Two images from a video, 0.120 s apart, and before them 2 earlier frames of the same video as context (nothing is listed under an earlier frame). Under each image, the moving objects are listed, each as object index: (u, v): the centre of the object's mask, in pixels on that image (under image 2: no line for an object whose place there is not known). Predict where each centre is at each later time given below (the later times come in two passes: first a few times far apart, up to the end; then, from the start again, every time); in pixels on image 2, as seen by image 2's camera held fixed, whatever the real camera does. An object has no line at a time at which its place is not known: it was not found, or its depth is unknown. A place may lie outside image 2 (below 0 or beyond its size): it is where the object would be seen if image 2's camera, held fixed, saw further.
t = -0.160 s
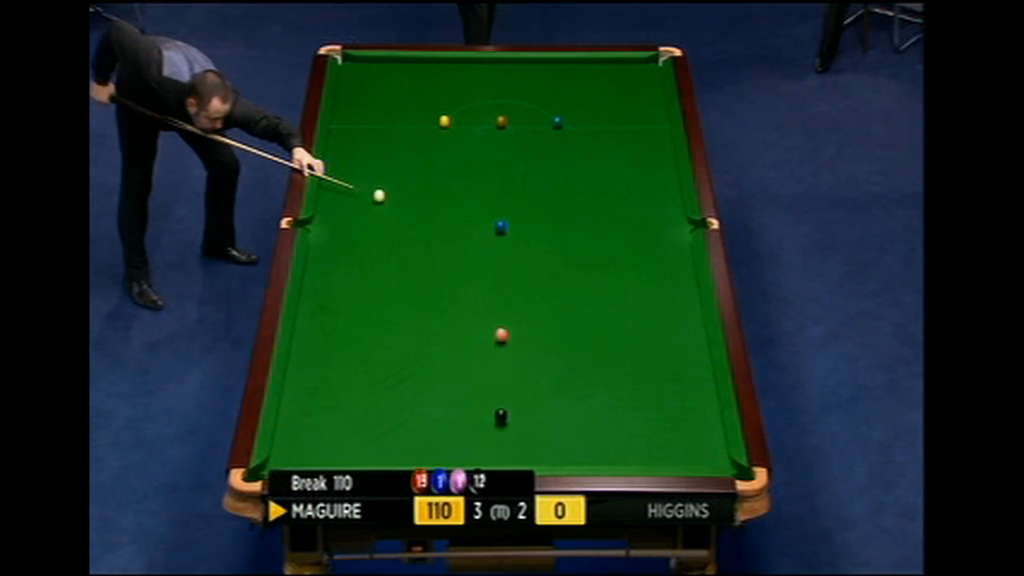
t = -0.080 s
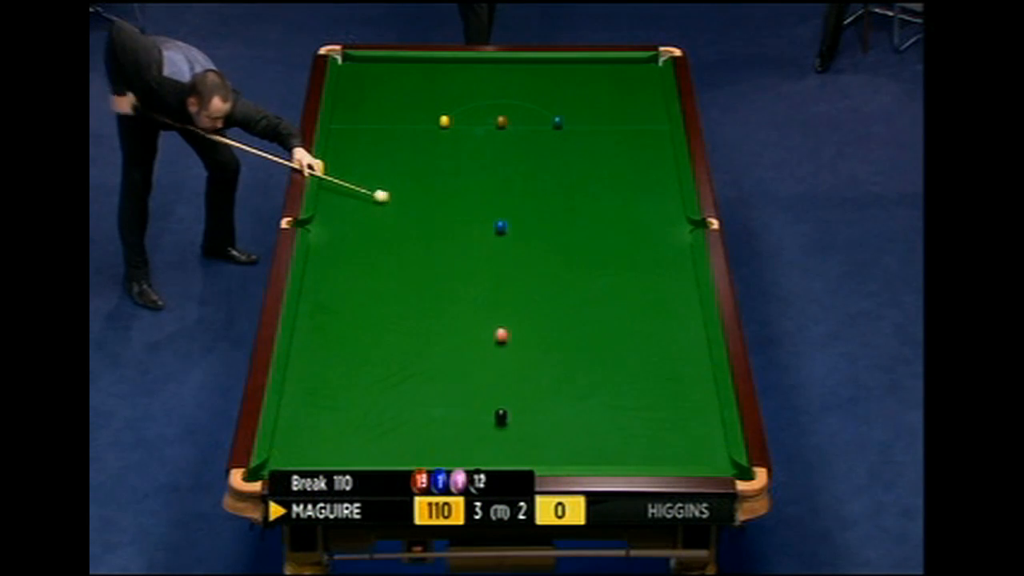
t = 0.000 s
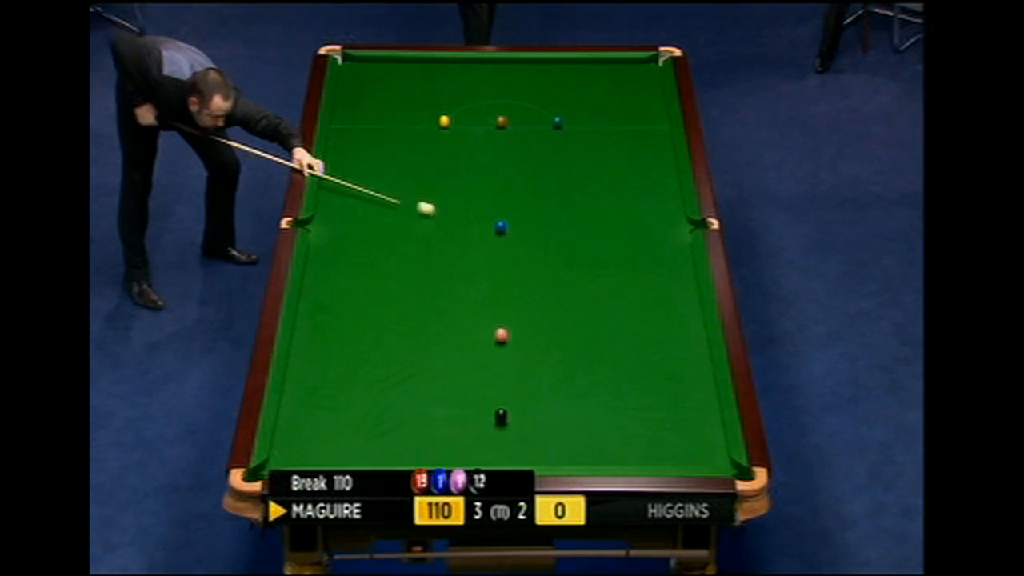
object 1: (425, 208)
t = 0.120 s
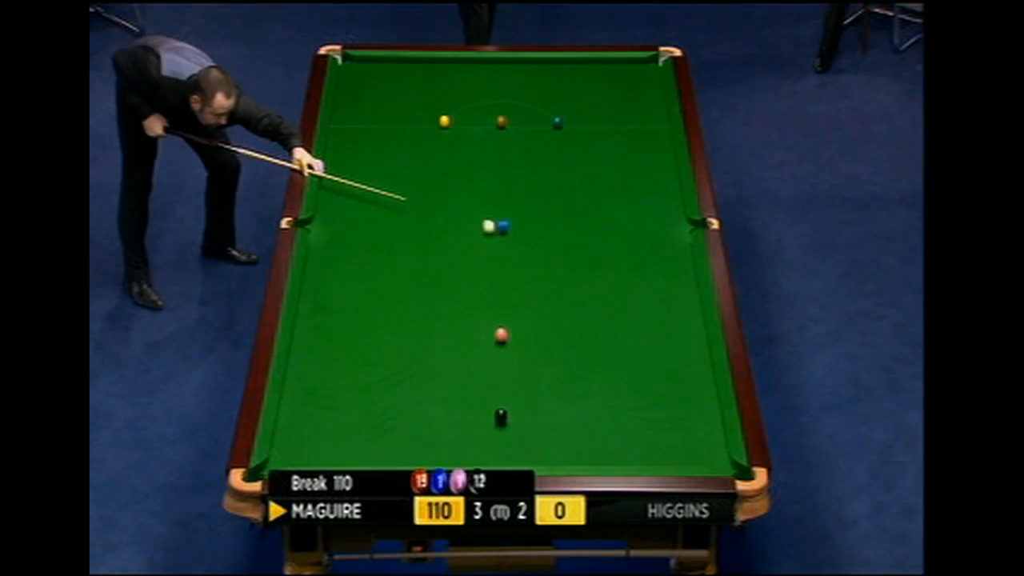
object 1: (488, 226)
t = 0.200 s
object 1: (491, 238)
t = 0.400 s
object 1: (503, 267)
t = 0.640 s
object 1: (520, 301)
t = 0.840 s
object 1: (534, 331)
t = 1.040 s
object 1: (548, 362)
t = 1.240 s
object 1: (564, 394)
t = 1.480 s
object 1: (583, 435)
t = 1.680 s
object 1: (596, 458)
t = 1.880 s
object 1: (594, 437)
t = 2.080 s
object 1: (593, 419)
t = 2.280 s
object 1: (591, 401)
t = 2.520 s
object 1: (590, 382)
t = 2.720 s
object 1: (589, 367)
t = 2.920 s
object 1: (587, 353)
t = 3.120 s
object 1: (586, 339)
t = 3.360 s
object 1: (585, 324)
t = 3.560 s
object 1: (583, 312)
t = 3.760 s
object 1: (582, 301)
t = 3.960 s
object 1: (582, 291)
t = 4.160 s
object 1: (581, 281)
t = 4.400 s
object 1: (579, 270)
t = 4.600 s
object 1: (579, 262)
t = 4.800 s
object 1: (578, 254)
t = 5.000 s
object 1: (577, 246)
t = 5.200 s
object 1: (577, 239)
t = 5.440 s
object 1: (576, 231)
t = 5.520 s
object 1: (576, 229)
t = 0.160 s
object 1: (490, 232)
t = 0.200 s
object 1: (491, 238)
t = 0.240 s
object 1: (493, 245)
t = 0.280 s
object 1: (495, 250)
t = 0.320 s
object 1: (498, 256)
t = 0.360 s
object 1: (501, 261)
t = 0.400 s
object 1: (503, 267)
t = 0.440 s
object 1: (506, 272)
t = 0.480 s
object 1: (509, 278)
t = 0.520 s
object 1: (512, 284)
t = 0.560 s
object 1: (514, 290)
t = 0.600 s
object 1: (517, 295)
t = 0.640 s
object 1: (520, 301)
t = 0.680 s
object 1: (523, 307)
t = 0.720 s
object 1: (525, 313)
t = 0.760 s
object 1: (528, 319)
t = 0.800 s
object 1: (531, 325)
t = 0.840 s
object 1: (534, 331)
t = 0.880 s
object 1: (537, 337)
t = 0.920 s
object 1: (540, 343)
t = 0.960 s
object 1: (543, 350)
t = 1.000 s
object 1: (546, 356)
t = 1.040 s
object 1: (548, 362)
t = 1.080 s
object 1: (551, 368)
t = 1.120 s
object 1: (555, 375)
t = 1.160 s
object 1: (558, 381)
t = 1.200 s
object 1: (561, 388)
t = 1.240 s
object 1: (564, 394)
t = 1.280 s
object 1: (567, 401)
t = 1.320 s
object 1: (570, 407)
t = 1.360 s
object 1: (573, 414)
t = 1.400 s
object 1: (577, 421)
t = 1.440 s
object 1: (580, 428)
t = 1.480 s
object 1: (583, 435)
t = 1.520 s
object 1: (586, 441)
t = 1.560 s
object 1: (590, 448)
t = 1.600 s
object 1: (593, 455)
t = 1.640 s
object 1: (596, 460)
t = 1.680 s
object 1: (596, 458)
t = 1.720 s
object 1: (596, 454)
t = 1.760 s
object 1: (595, 449)
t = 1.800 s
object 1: (595, 445)
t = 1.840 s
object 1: (595, 441)
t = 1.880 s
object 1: (594, 437)
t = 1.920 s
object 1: (594, 433)
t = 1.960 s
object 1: (594, 429)
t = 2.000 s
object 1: (593, 426)
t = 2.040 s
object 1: (593, 422)
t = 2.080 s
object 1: (593, 419)
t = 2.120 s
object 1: (592, 415)
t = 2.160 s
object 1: (592, 412)
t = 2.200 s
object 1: (592, 408)
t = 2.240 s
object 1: (592, 405)
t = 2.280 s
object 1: (591, 401)
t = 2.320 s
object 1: (591, 398)
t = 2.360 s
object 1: (591, 395)
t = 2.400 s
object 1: (591, 391)
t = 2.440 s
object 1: (590, 388)
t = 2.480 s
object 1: (590, 385)
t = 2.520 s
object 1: (590, 382)
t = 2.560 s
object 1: (590, 379)
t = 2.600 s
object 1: (590, 376)
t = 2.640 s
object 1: (589, 372)
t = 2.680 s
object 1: (589, 370)
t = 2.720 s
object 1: (589, 367)
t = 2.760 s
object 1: (589, 364)
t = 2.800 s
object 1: (588, 361)
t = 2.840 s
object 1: (588, 358)
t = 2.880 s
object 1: (588, 355)
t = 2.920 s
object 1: (587, 353)
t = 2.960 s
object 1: (587, 350)
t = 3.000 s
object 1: (587, 347)
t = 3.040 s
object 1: (587, 344)
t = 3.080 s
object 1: (586, 342)
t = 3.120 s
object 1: (586, 339)
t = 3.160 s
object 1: (586, 336)
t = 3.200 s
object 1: (585, 334)
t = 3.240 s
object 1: (585, 331)
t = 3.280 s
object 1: (585, 329)
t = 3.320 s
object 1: (585, 326)
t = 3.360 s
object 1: (585, 324)
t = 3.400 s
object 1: (584, 322)
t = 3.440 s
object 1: (584, 319)
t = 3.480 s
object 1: (584, 317)
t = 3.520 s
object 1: (584, 315)
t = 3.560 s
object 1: (583, 312)
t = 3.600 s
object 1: (583, 310)
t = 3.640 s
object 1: (583, 308)
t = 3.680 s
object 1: (583, 306)
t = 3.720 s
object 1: (583, 303)
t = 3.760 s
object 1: (582, 301)
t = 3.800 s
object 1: (582, 299)
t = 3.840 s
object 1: (582, 297)
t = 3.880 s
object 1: (582, 295)
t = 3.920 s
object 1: (582, 293)
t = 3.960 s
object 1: (582, 291)
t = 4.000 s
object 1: (581, 289)
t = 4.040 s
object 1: (581, 287)
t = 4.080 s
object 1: (581, 285)
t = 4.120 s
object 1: (581, 283)
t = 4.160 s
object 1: (581, 281)
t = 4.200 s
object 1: (580, 279)
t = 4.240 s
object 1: (580, 278)
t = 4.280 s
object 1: (580, 276)
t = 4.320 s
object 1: (580, 274)
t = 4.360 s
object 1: (580, 272)
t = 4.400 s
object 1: (579, 270)
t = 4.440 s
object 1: (579, 269)
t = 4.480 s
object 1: (579, 267)
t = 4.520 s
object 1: (579, 265)
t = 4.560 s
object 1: (579, 263)
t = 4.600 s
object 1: (579, 262)
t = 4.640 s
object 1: (579, 260)
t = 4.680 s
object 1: (579, 258)
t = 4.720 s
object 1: (578, 257)
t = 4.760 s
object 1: (578, 255)
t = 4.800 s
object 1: (578, 254)
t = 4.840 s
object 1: (578, 252)
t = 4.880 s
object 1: (578, 250)
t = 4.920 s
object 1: (578, 249)
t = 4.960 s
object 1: (578, 248)
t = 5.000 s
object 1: (577, 246)
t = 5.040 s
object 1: (577, 245)
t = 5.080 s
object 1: (577, 243)
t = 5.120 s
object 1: (577, 242)
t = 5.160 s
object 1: (577, 240)
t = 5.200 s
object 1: (577, 239)
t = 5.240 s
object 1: (577, 238)
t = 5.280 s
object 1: (577, 237)
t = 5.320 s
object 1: (577, 235)
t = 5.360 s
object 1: (577, 234)
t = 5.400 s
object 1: (577, 233)
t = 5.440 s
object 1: (576, 231)
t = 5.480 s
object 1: (576, 230)
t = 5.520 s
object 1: (576, 229)
